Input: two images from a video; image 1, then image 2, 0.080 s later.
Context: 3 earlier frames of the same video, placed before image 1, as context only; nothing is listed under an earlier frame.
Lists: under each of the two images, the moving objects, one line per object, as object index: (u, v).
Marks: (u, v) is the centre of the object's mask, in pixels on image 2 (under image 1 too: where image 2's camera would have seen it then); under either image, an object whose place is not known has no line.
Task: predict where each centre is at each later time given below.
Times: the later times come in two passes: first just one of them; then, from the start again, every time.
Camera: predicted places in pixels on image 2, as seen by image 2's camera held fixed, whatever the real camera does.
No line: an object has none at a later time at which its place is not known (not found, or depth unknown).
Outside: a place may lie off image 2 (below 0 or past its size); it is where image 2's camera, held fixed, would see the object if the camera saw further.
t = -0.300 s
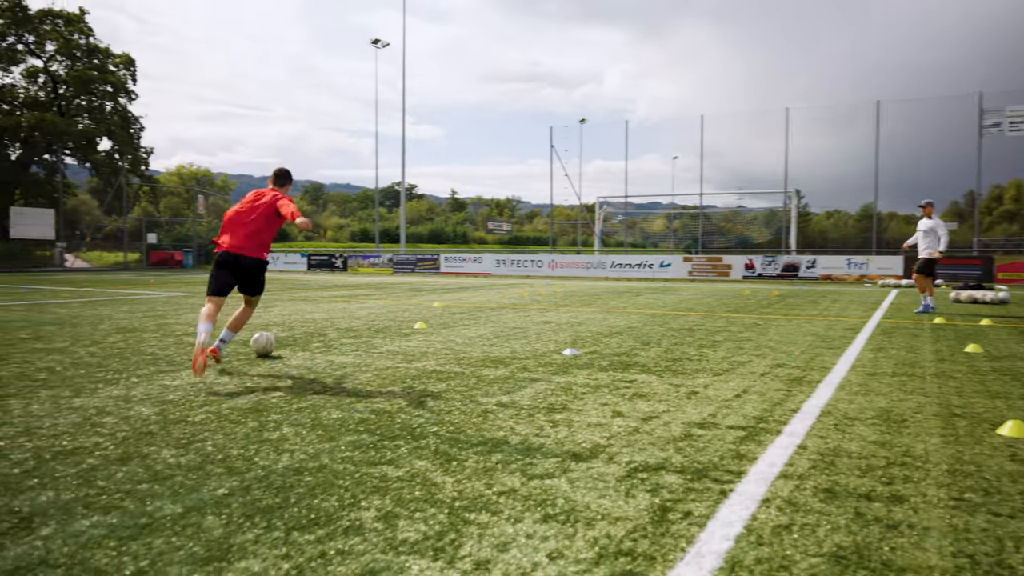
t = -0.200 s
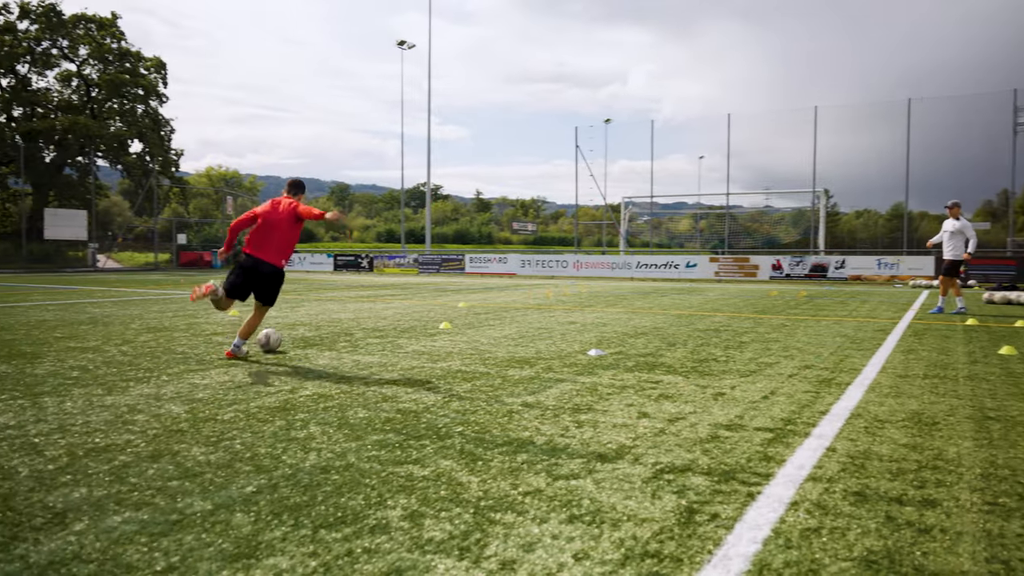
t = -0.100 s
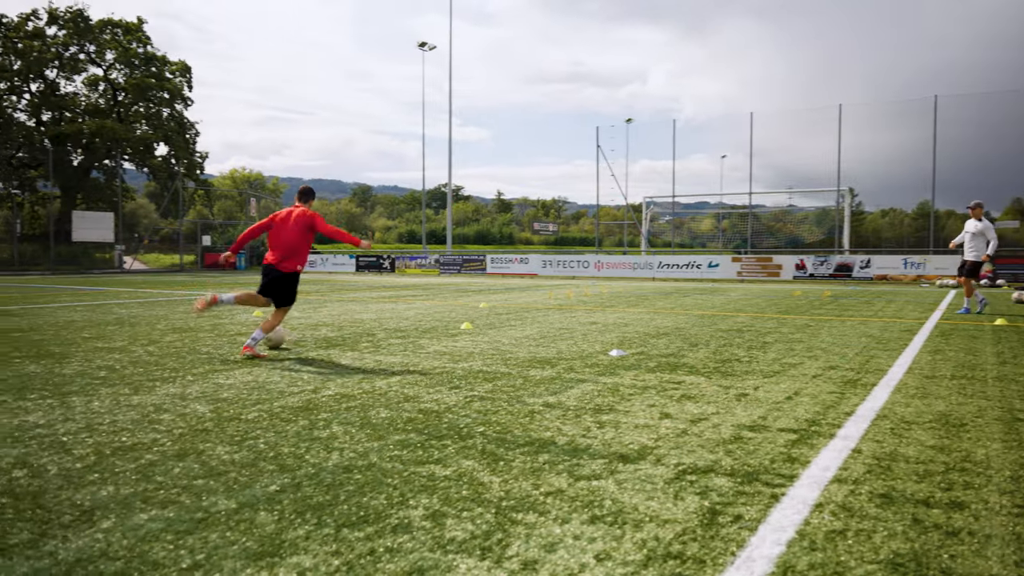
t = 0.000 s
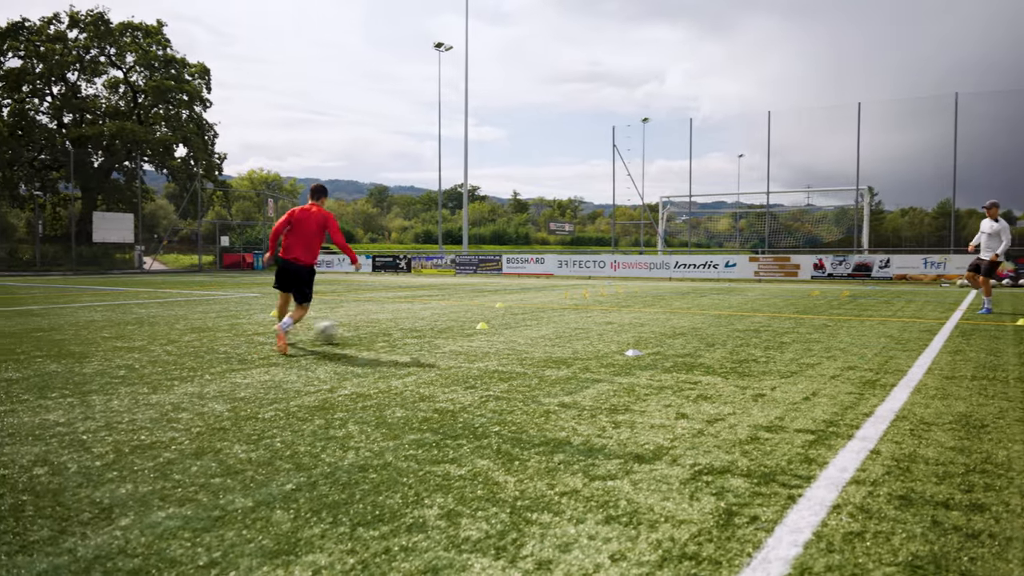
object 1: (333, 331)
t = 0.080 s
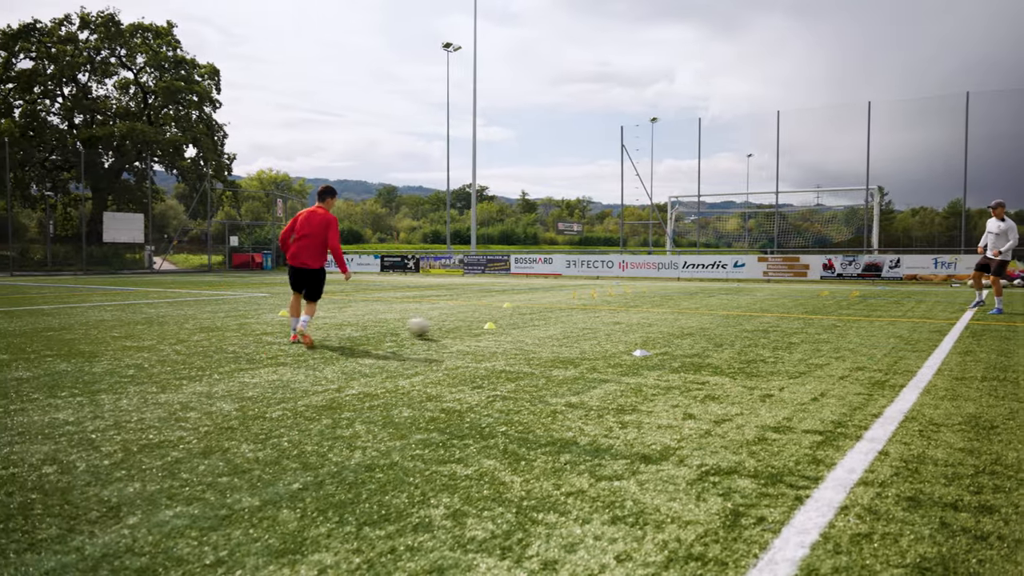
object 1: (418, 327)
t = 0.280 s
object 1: (591, 320)
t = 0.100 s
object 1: (439, 327)
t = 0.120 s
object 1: (458, 327)
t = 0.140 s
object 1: (476, 326)
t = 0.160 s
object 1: (495, 324)
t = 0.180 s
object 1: (510, 322)
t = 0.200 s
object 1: (528, 321)
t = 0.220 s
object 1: (543, 320)
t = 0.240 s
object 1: (561, 319)
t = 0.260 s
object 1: (576, 319)
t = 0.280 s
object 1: (591, 320)
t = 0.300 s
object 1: (606, 320)
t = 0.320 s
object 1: (621, 320)
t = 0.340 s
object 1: (633, 318)
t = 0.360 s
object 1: (648, 317)
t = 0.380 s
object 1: (661, 316)
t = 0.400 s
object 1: (673, 315)
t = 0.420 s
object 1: (684, 315)
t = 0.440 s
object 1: (697, 315)
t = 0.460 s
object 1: (708, 316)
